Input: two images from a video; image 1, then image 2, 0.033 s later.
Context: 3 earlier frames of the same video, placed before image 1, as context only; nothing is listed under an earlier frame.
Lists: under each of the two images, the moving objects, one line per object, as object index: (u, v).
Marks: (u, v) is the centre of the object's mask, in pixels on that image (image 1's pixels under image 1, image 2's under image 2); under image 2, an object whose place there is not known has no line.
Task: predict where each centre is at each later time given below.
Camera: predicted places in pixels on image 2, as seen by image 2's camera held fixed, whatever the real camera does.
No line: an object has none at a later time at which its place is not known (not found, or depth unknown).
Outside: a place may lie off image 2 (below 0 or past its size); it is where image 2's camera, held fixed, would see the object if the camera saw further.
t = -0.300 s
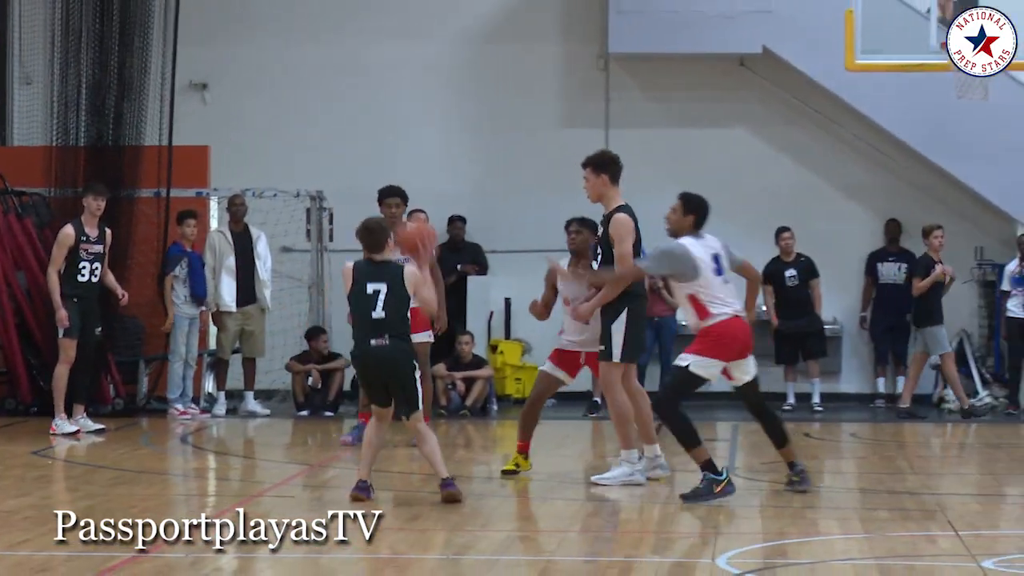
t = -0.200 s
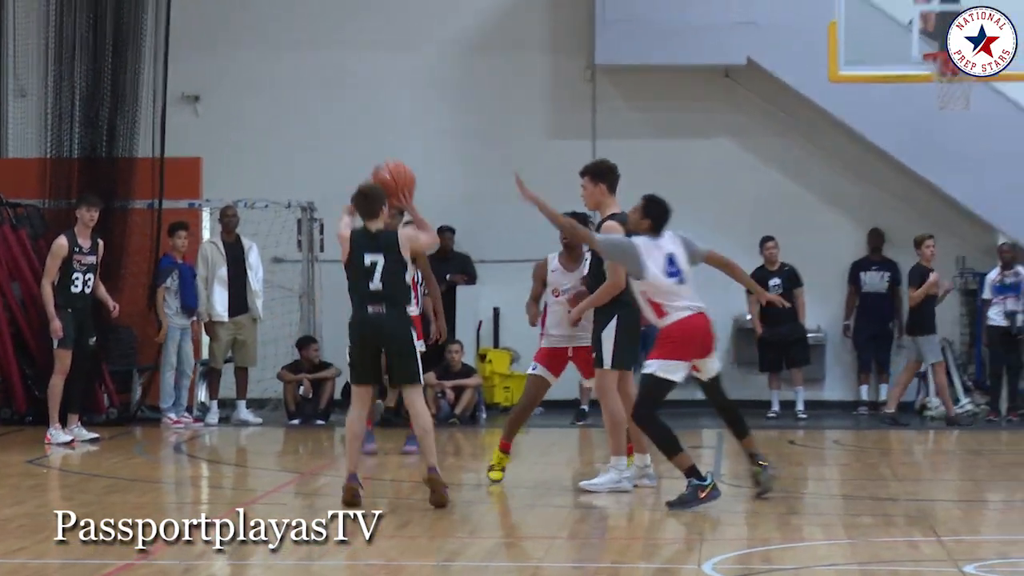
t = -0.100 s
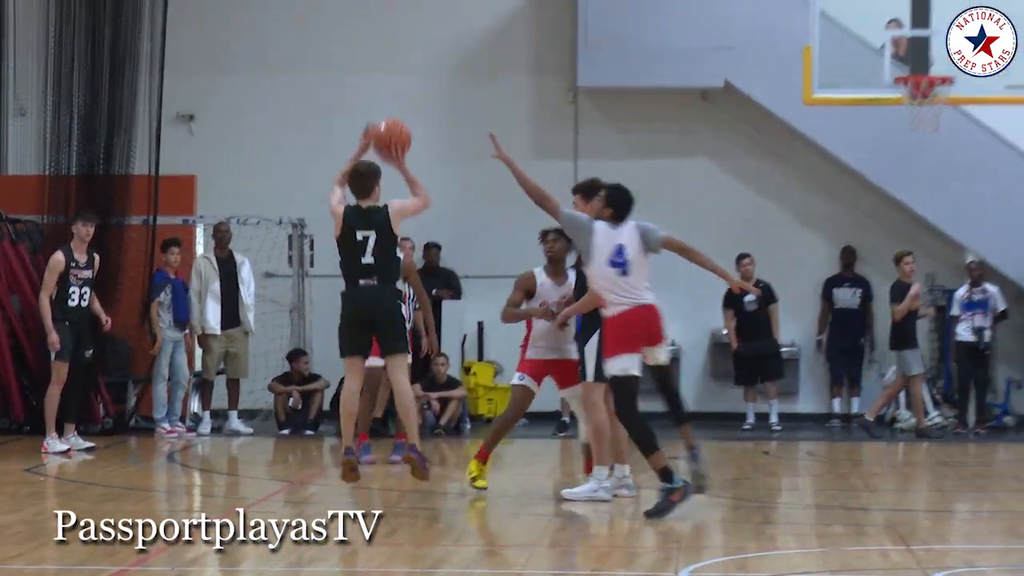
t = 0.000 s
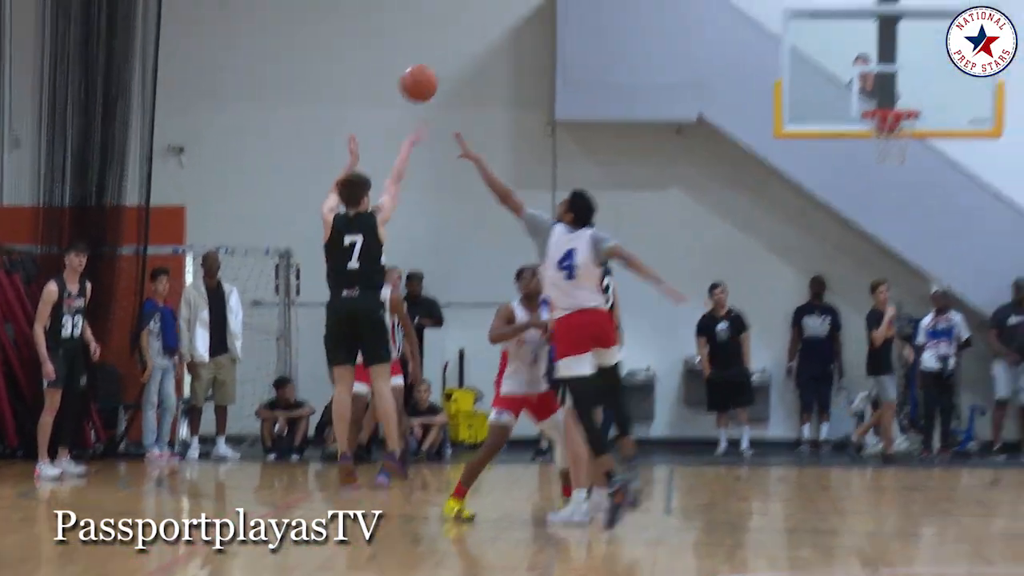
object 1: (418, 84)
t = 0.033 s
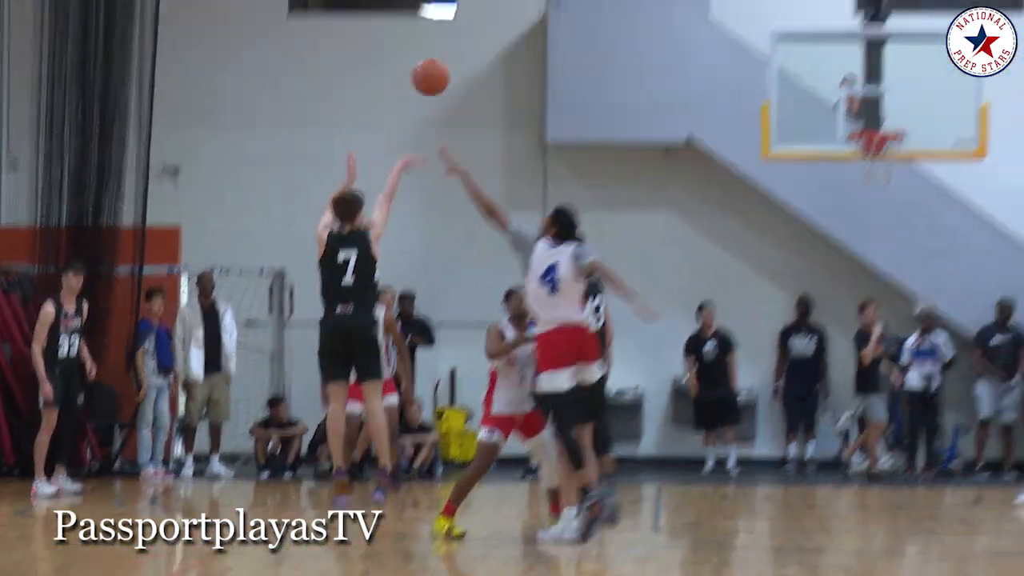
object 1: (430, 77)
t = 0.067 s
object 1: (449, 49)
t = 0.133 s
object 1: (486, 1)
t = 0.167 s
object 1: (504, -18)
